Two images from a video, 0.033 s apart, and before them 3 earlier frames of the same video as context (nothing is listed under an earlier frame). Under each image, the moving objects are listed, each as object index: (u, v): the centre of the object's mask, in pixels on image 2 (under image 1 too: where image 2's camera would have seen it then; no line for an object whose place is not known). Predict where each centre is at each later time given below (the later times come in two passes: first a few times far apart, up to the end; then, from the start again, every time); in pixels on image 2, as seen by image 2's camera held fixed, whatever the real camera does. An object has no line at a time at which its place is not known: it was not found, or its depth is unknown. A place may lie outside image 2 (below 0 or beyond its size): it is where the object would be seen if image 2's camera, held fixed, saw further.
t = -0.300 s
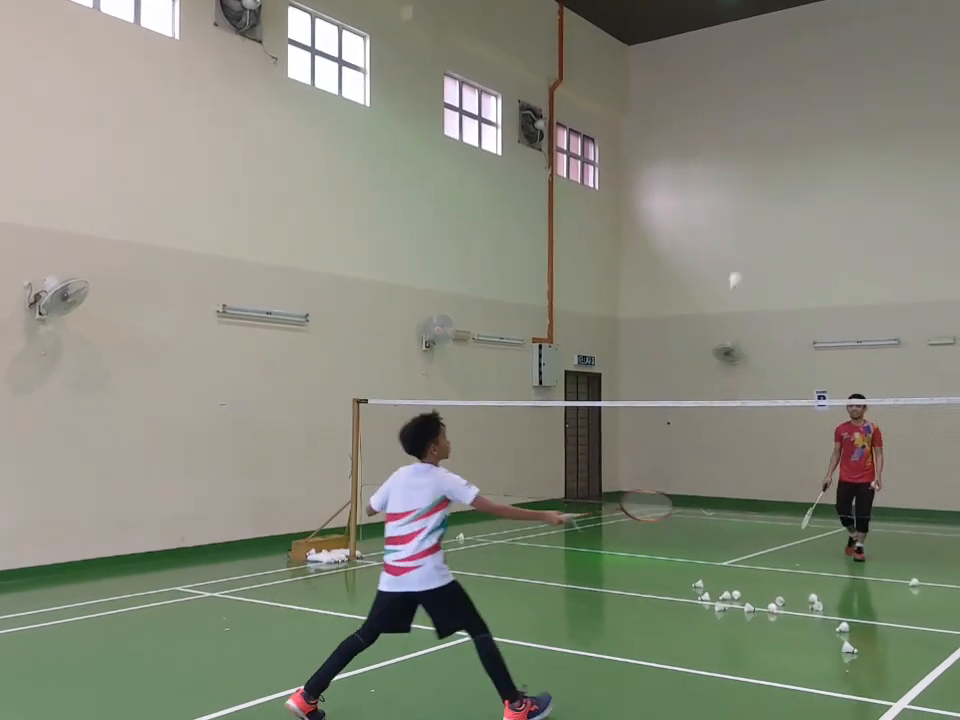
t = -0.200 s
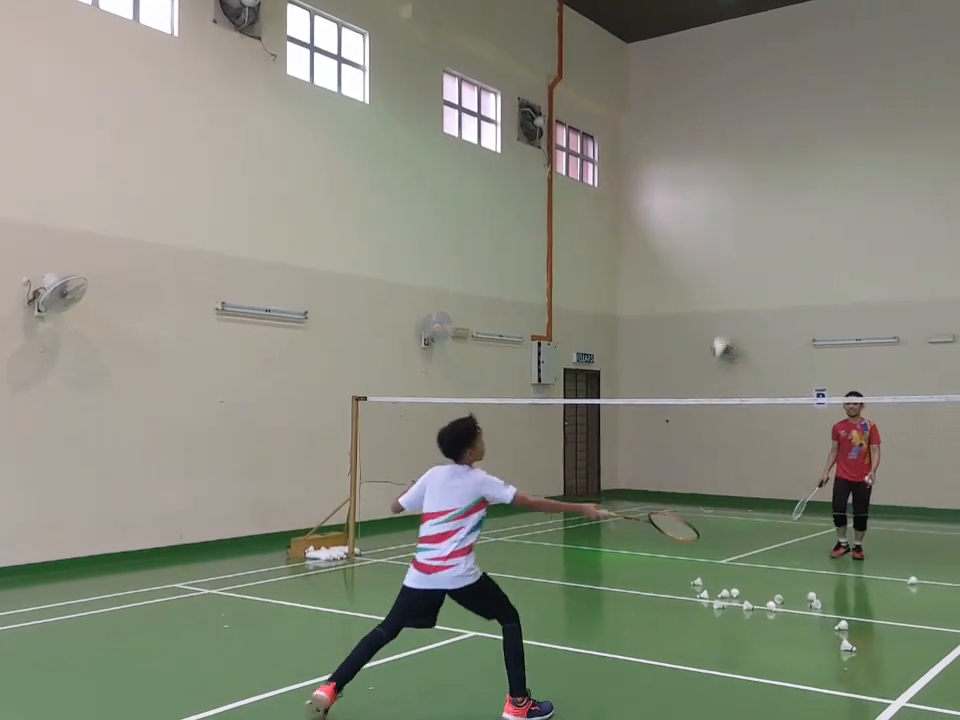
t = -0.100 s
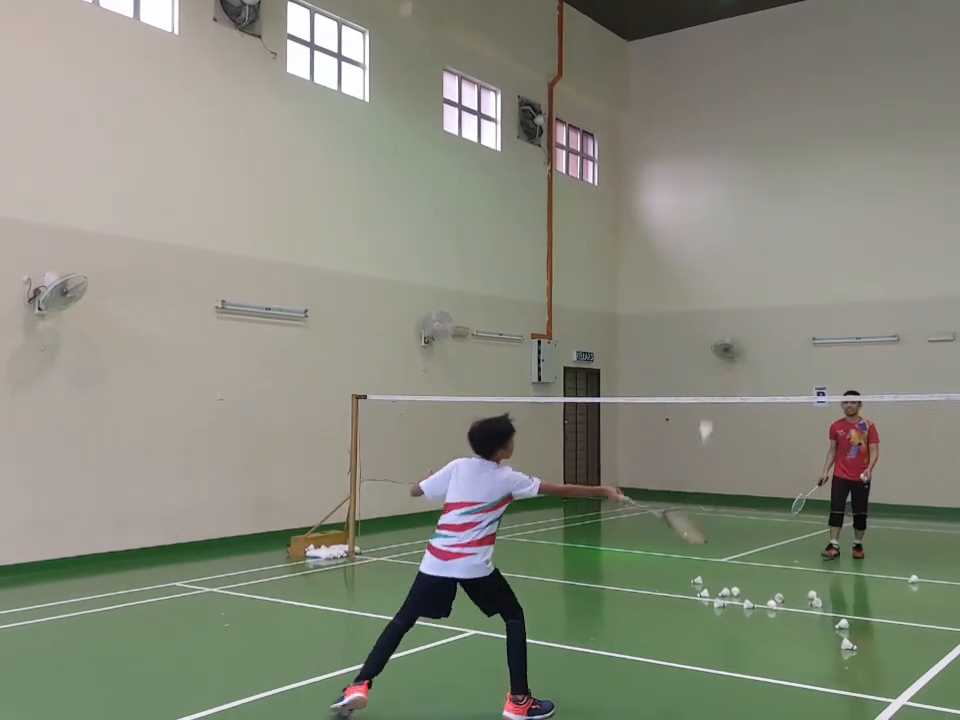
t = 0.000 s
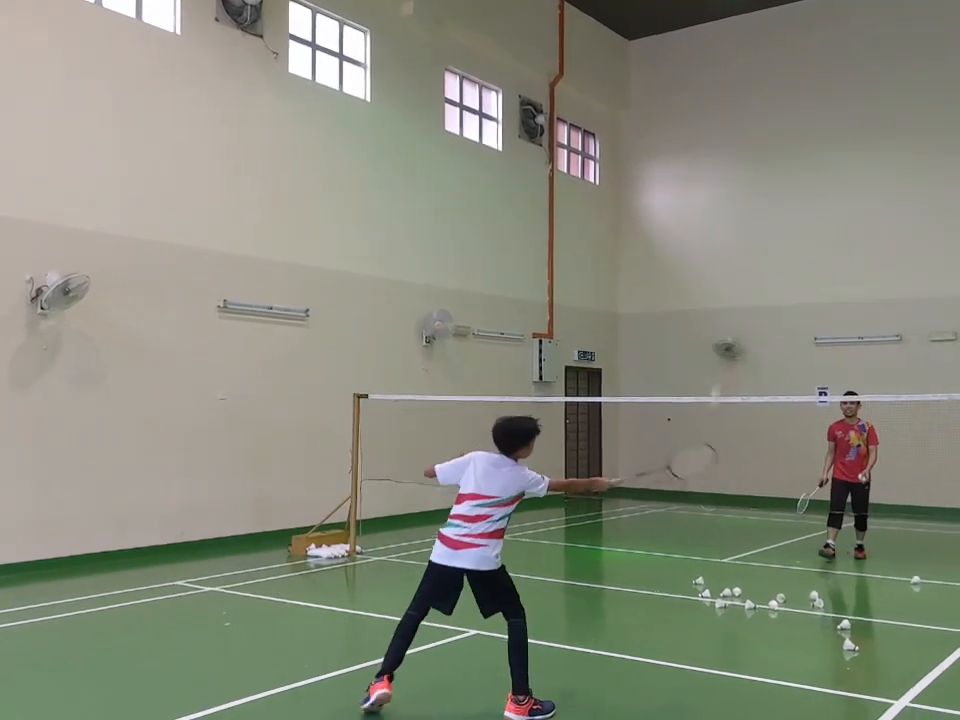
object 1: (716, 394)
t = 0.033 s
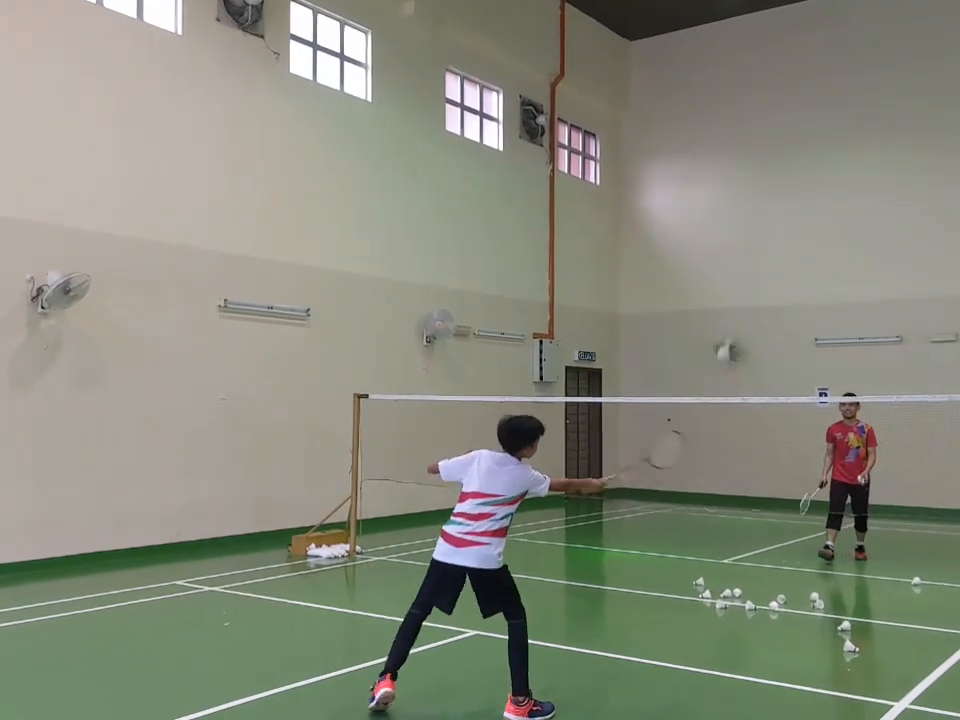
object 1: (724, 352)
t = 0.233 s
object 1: (749, 216)
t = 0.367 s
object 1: (761, 187)
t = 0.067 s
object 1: (731, 314)
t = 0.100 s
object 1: (740, 279)
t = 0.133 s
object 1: (744, 260)
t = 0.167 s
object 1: (745, 245)
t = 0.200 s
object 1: (747, 230)
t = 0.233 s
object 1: (749, 216)
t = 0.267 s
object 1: (752, 205)
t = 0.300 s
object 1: (754, 197)
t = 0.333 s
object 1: (757, 191)
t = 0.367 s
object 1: (761, 187)
